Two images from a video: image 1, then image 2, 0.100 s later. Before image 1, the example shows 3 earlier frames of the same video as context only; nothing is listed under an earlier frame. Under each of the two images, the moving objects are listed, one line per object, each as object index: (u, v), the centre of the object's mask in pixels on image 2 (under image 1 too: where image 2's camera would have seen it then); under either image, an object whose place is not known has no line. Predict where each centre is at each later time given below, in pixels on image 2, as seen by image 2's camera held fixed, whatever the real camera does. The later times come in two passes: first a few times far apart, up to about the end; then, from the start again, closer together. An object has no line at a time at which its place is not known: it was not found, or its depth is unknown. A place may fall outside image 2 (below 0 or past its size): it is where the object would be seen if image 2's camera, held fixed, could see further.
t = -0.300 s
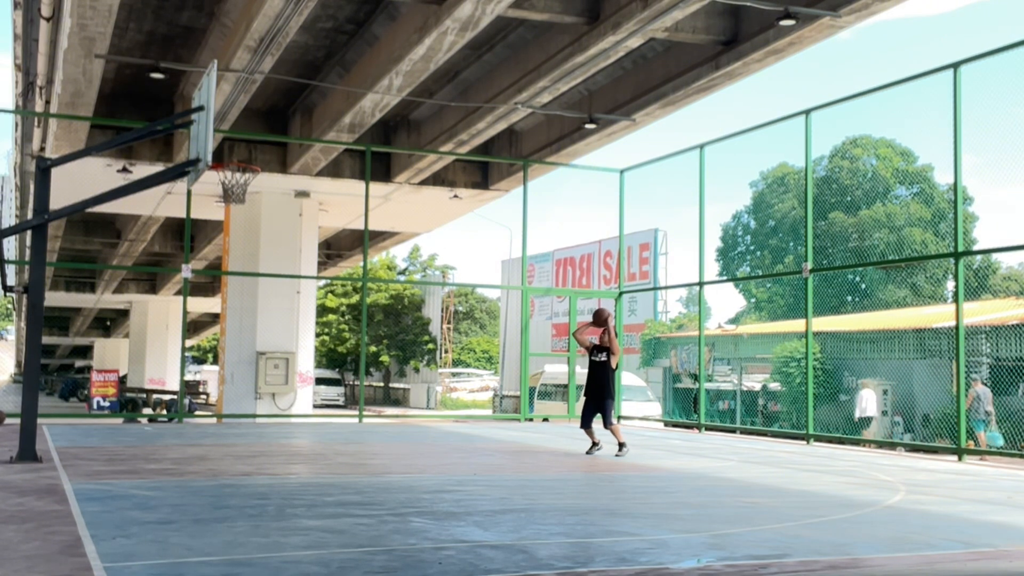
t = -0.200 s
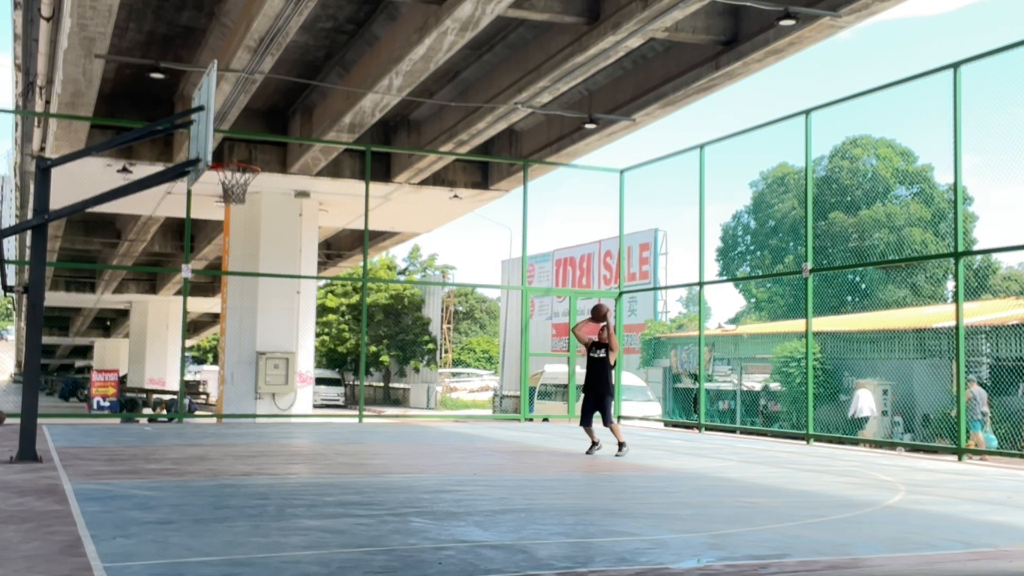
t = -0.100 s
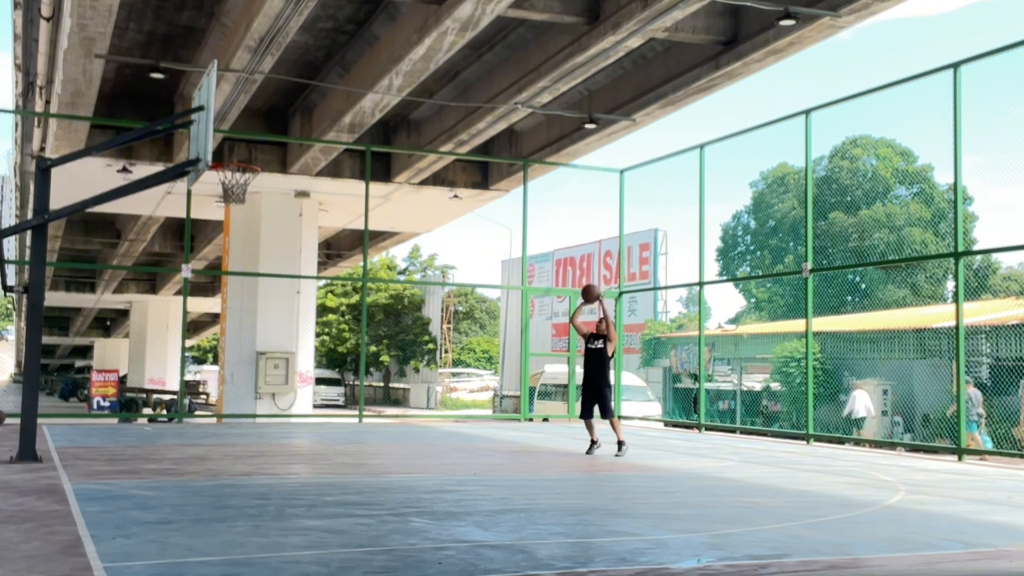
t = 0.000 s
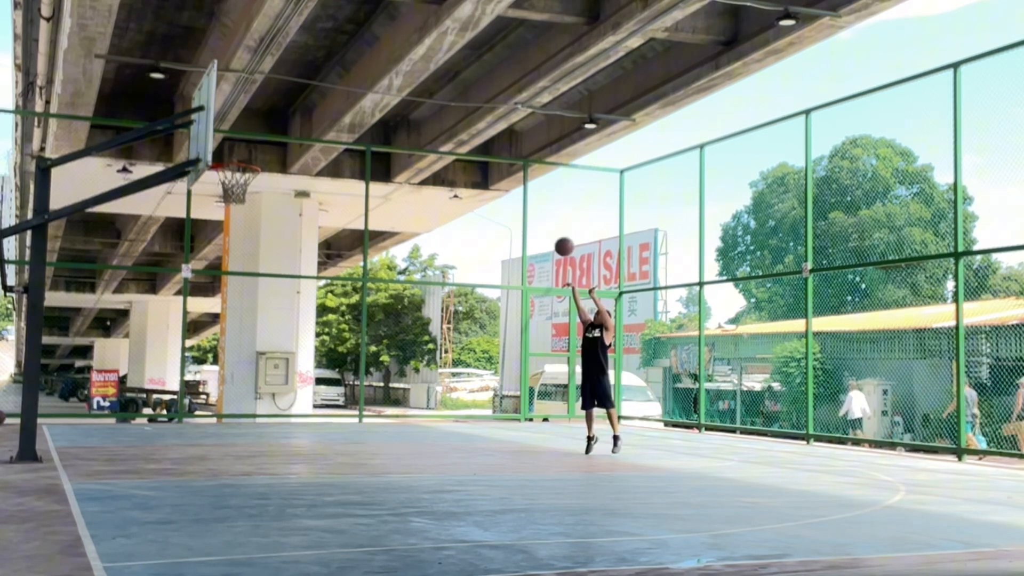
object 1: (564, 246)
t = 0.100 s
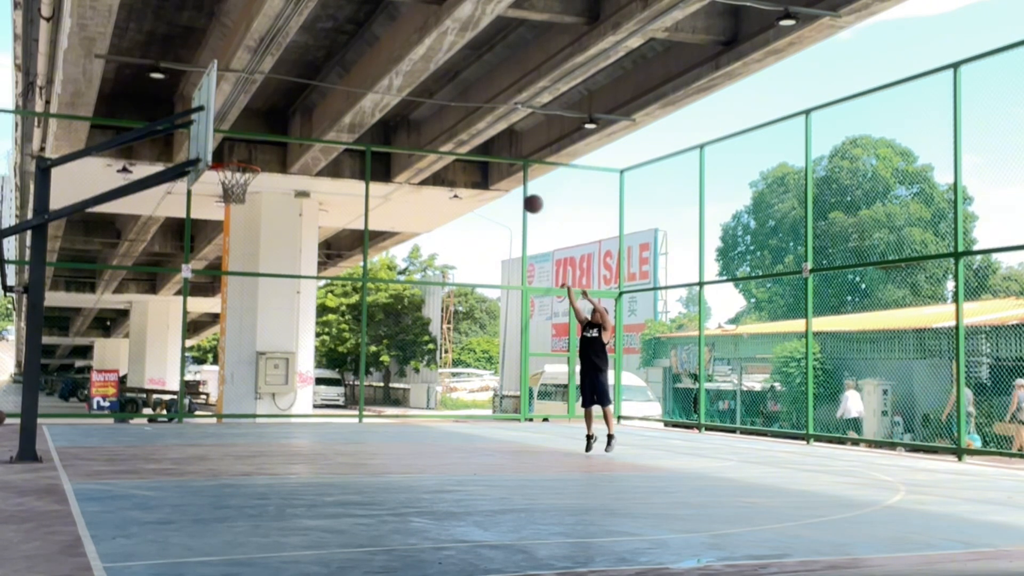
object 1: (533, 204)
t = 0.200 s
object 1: (503, 168)
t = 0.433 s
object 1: (426, 119)
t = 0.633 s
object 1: (356, 109)
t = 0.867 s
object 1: (270, 143)
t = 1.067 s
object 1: (225, 181)
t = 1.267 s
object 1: (241, 192)
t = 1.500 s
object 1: (236, 220)
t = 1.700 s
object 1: (228, 280)
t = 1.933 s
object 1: (217, 395)
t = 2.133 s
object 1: (209, 387)
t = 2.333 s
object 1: (203, 313)
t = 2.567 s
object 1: (193, 272)
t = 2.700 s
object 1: (187, 272)
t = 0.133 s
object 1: (523, 191)
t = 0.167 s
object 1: (512, 179)
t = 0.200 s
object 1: (503, 168)
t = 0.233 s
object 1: (492, 160)
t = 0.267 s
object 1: (481, 150)
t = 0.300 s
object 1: (470, 142)
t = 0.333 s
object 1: (459, 134)
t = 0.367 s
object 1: (448, 128)
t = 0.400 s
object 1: (437, 122)
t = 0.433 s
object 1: (426, 119)
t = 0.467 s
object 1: (414, 115)
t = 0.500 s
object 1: (403, 112)
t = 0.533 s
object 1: (391, 110)
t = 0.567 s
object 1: (380, 109)
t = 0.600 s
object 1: (367, 108)
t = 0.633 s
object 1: (356, 109)
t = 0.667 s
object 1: (343, 110)
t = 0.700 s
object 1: (331, 114)
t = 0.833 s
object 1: (282, 135)
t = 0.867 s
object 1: (270, 143)
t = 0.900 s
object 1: (256, 152)
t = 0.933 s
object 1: (244, 158)
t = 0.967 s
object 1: (230, 172)
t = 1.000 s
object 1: (220, 180)
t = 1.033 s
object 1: (222, 181)
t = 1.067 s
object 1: (225, 181)
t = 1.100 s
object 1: (228, 182)
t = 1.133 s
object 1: (232, 183)
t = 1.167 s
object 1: (234, 185)
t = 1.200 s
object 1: (237, 187)
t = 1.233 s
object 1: (240, 190)
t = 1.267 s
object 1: (241, 192)
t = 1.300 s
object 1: (241, 194)
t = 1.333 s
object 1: (241, 196)
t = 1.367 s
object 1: (240, 199)
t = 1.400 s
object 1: (239, 202)
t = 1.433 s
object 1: (238, 208)
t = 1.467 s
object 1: (237, 213)
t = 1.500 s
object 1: (236, 220)
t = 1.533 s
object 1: (235, 227)
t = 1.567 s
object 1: (233, 236)
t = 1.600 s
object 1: (232, 245)
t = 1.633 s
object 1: (231, 256)
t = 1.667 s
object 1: (230, 267)
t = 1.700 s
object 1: (228, 280)
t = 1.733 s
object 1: (227, 293)
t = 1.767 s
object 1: (225, 307)
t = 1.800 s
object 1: (224, 323)
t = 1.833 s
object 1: (222, 339)
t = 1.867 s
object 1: (221, 356)
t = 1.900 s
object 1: (219, 375)
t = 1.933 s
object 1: (217, 395)
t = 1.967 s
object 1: (215, 415)
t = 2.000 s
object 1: (212, 436)
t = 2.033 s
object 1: (211, 439)
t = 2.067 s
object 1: (211, 421)
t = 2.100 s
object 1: (210, 403)
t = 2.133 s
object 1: (209, 387)
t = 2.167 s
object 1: (208, 372)
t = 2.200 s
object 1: (207, 358)
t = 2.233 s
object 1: (206, 345)
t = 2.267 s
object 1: (205, 333)
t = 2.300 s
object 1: (204, 322)
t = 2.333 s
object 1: (203, 313)
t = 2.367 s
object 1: (201, 303)
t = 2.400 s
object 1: (200, 295)
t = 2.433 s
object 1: (199, 288)
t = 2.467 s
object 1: (199, 284)
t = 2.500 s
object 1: (197, 279)
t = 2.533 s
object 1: (194, 275)
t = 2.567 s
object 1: (193, 272)
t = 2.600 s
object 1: (192, 271)
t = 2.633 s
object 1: (190, 271)
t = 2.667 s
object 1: (189, 271)
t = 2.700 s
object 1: (187, 272)
